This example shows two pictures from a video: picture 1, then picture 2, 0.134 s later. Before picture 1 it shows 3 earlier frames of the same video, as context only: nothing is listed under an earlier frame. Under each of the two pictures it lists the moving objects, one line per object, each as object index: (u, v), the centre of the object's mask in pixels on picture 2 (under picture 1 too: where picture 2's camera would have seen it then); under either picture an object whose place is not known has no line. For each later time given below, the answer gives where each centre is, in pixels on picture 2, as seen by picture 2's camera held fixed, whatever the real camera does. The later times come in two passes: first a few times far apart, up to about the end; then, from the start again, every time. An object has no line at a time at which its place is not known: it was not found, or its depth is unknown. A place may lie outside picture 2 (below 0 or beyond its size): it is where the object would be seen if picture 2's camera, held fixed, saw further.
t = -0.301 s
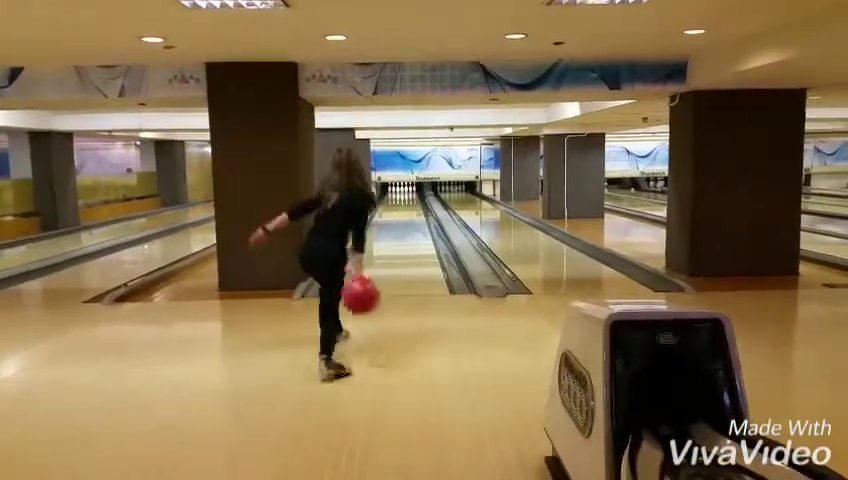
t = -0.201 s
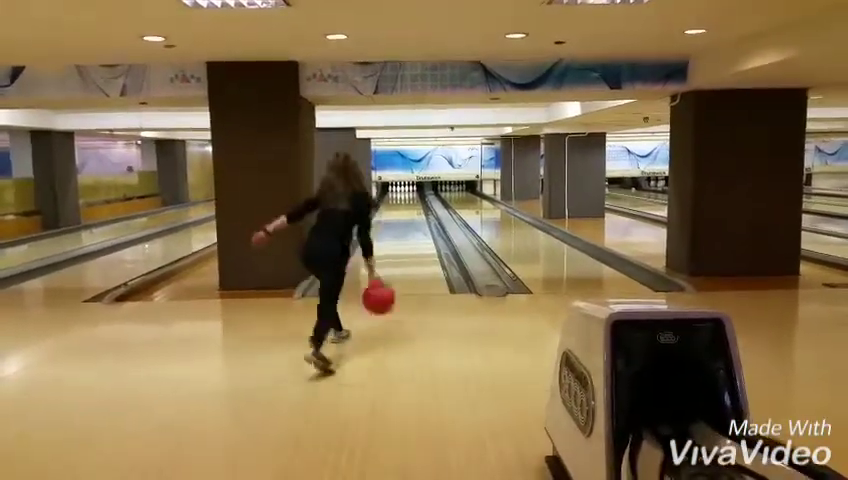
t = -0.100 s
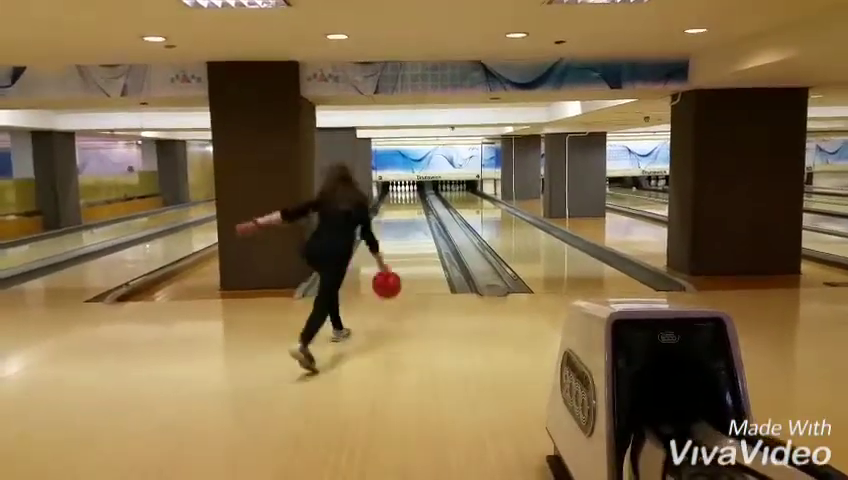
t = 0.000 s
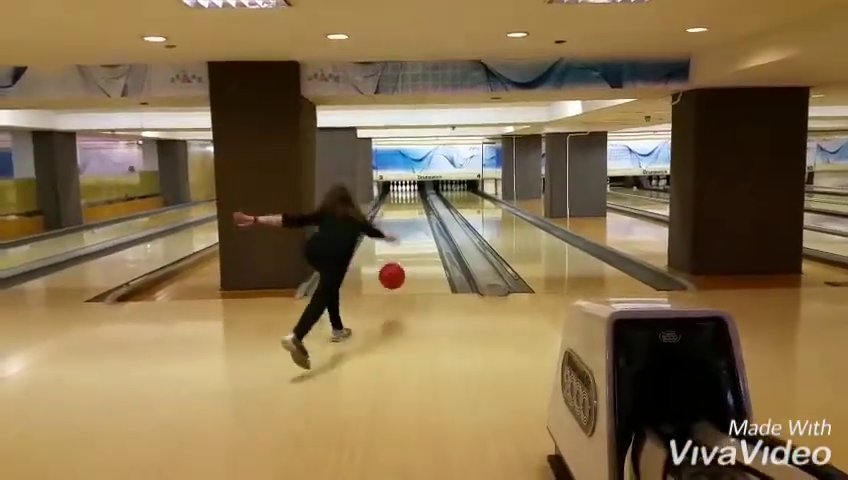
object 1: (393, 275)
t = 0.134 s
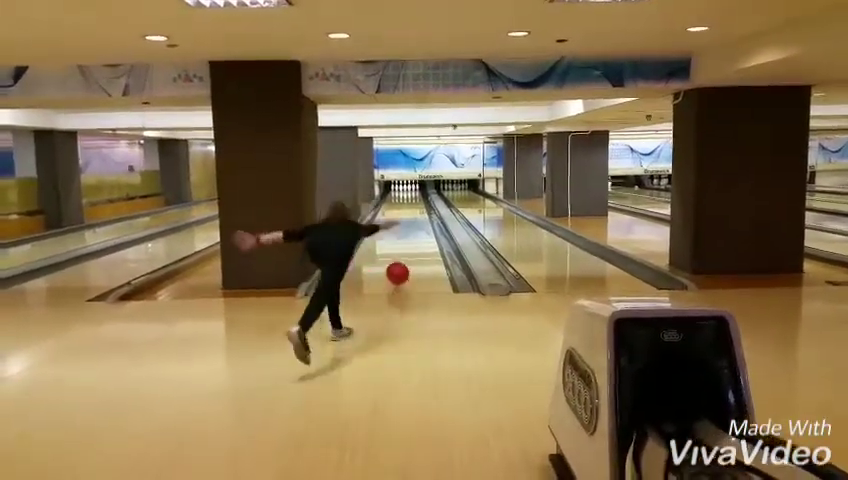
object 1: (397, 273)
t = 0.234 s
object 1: (399, 265)
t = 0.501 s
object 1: (405, 247)
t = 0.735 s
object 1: (408, 235)
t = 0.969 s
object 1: (411, 225)
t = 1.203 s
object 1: (412, 218)
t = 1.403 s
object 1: (414, 214)
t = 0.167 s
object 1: (398, 269)
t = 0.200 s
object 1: (399, 267)
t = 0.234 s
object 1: (399, 265)
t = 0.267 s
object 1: (400, 263)
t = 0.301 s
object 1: (401, 260)
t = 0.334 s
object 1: (402, 258)
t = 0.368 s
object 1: (402, 256)
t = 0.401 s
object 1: (403, 253)
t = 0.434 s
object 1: (404, 251)
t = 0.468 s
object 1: (404, 249)
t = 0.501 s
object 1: (405, 247)
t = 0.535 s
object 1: (405, 245)
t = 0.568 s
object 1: (406, 243)
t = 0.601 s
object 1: (406, 241)
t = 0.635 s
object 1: (407, 239)
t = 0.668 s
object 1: (407, 238)
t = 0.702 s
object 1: (407, 236)
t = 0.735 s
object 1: (408, 235)
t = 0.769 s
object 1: (408, 233)
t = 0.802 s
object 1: (408, 233)
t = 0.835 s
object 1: (409, 232)
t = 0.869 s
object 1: (410, 230)
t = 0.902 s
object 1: (410, 231)
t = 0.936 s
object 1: (410, 226)
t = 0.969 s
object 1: (411, 225)
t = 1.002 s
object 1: (411, 224)
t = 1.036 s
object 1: (411, 223)
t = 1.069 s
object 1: (411, 223)
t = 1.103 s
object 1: (412, 222)
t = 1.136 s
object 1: (412, 221)
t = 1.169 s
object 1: (412, 219)
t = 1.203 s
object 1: (412, 218)
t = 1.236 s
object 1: (413, 217)
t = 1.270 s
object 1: (413, 217)
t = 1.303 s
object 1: (413, 216)
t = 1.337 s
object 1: (413, 215)
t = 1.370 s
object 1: (413, 214)
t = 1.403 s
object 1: (414, 214)
